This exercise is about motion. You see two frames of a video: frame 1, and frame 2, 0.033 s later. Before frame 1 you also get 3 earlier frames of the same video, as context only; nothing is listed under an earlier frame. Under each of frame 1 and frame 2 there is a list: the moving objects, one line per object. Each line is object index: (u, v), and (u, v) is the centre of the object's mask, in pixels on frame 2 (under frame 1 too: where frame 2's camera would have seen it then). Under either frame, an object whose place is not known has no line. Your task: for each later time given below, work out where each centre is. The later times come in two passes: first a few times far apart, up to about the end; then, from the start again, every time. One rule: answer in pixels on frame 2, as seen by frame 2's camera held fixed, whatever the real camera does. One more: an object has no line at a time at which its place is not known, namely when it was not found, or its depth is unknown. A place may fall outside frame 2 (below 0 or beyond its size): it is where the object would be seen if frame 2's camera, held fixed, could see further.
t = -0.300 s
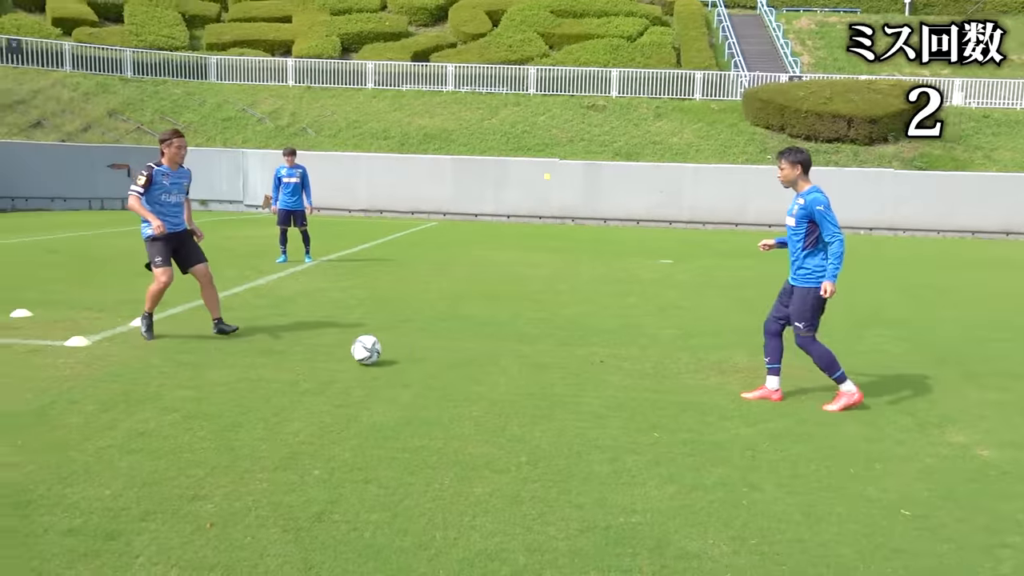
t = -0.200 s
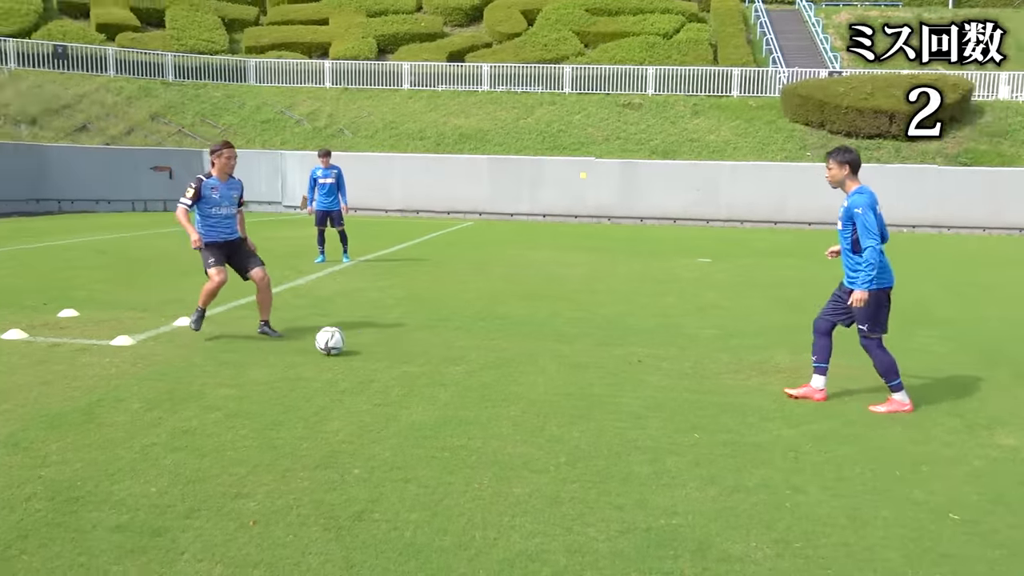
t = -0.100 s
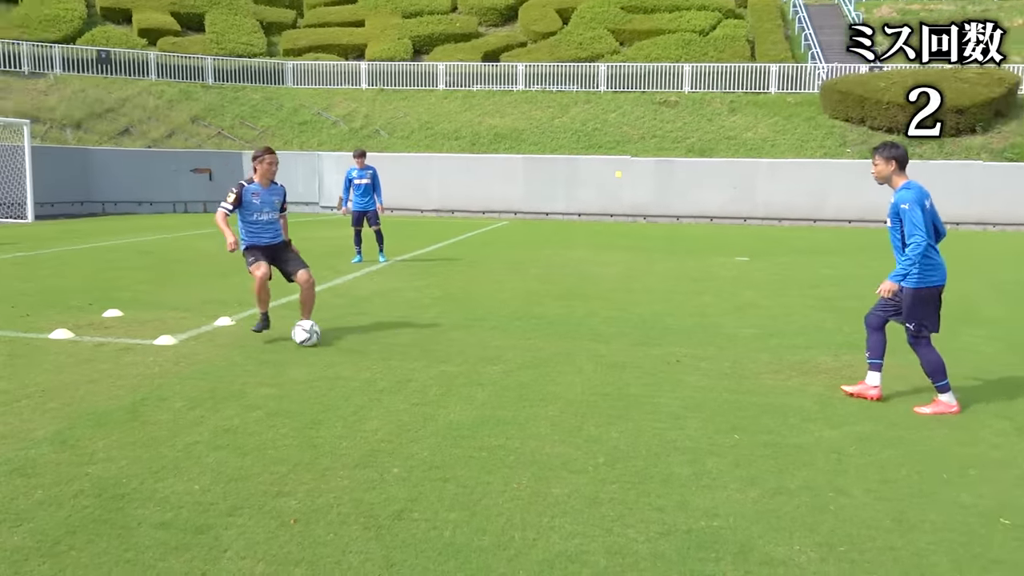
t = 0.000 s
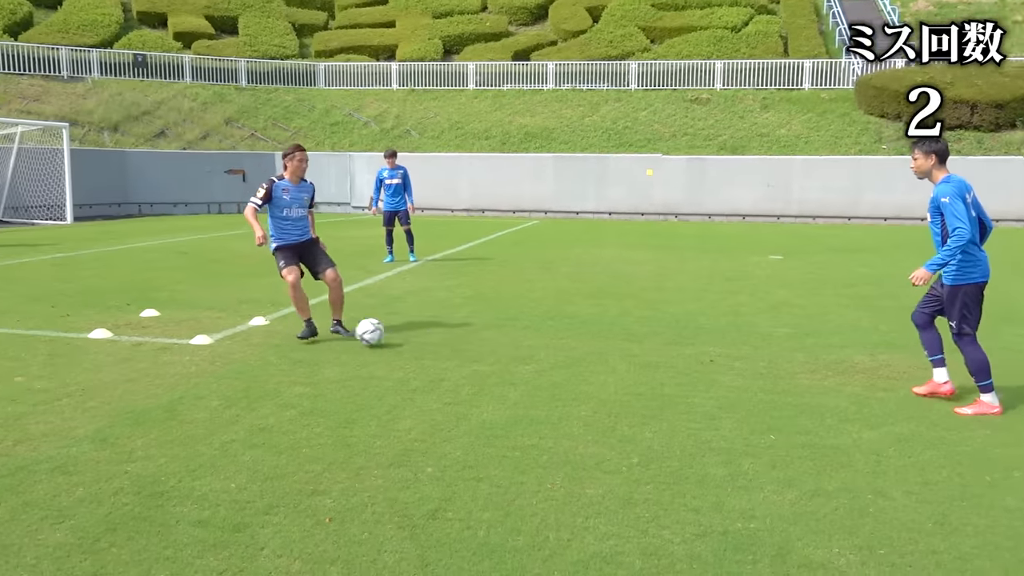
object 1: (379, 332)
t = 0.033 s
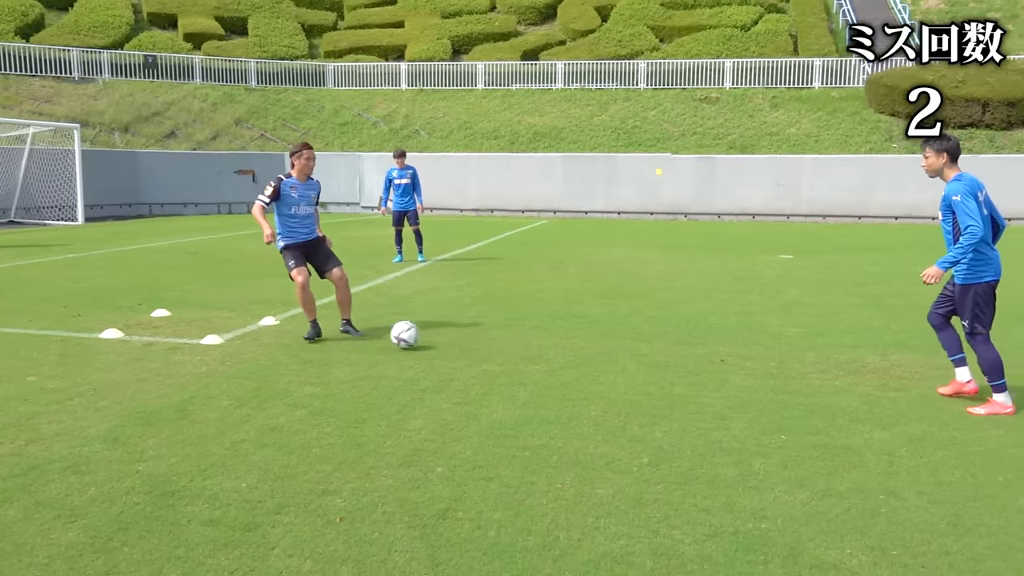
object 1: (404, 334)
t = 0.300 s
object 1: (592, 349)
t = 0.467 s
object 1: (690, 356)
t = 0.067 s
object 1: (430, 338)
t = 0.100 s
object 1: (455, 341)
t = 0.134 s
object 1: (479, 341)
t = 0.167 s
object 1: (502, 342)
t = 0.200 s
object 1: (526, 345)
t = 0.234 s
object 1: (549, 347)
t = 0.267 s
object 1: (571, 349)
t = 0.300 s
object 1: (592, 349)
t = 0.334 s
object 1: (613, 351)
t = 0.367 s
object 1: (634, 354)
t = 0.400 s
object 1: (654, 355)
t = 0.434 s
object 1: (671, 355)
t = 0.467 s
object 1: (690, 356)
